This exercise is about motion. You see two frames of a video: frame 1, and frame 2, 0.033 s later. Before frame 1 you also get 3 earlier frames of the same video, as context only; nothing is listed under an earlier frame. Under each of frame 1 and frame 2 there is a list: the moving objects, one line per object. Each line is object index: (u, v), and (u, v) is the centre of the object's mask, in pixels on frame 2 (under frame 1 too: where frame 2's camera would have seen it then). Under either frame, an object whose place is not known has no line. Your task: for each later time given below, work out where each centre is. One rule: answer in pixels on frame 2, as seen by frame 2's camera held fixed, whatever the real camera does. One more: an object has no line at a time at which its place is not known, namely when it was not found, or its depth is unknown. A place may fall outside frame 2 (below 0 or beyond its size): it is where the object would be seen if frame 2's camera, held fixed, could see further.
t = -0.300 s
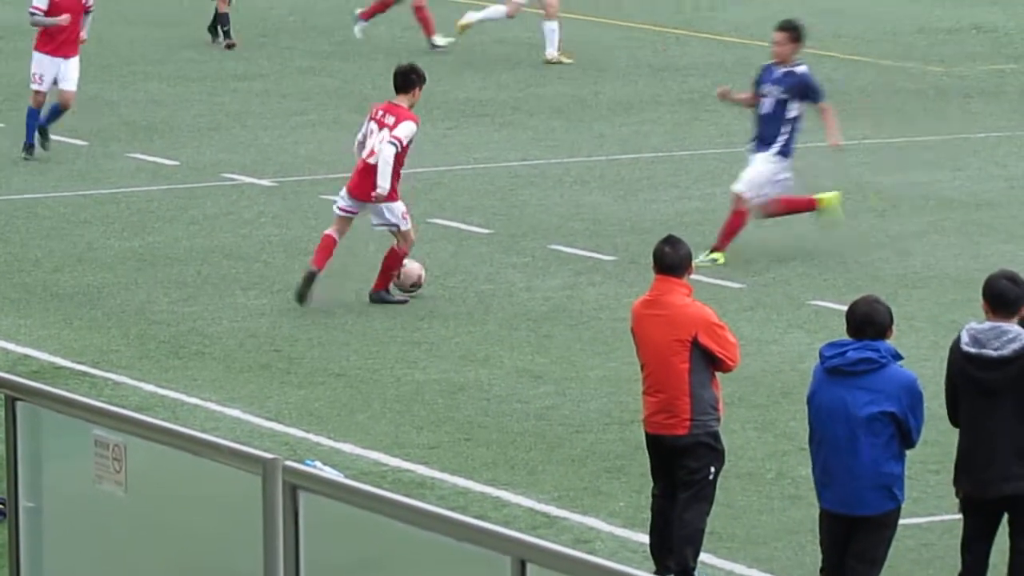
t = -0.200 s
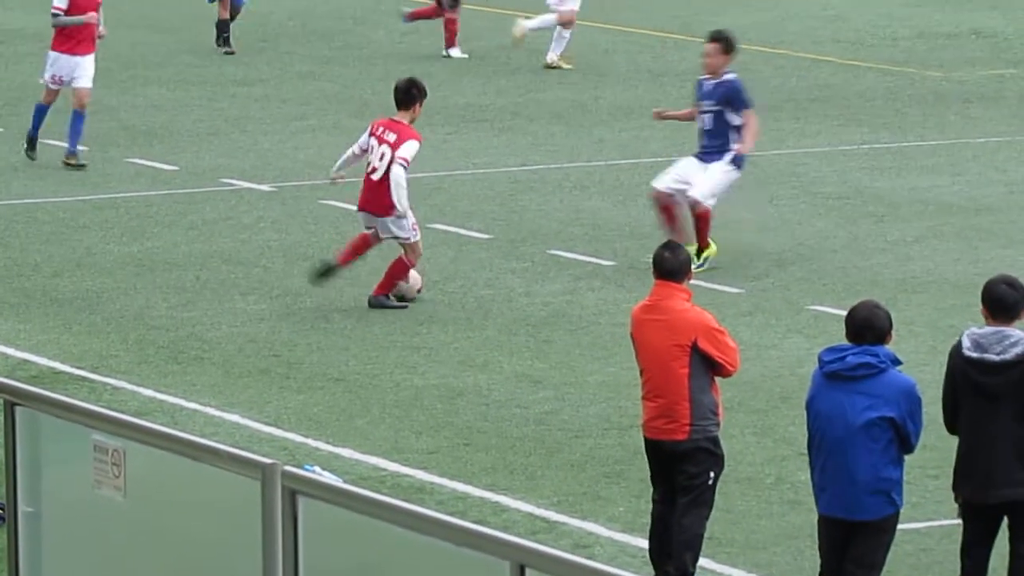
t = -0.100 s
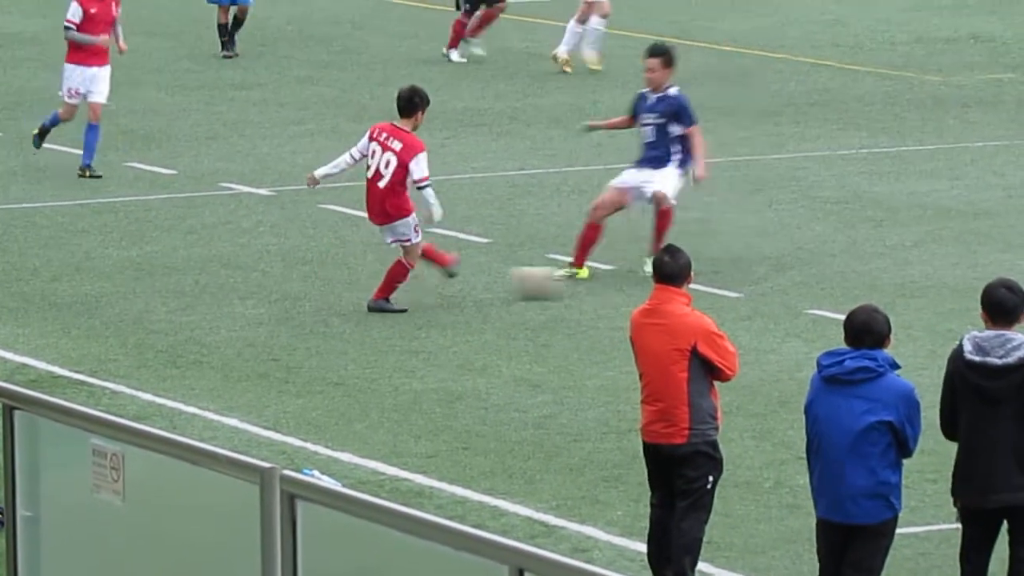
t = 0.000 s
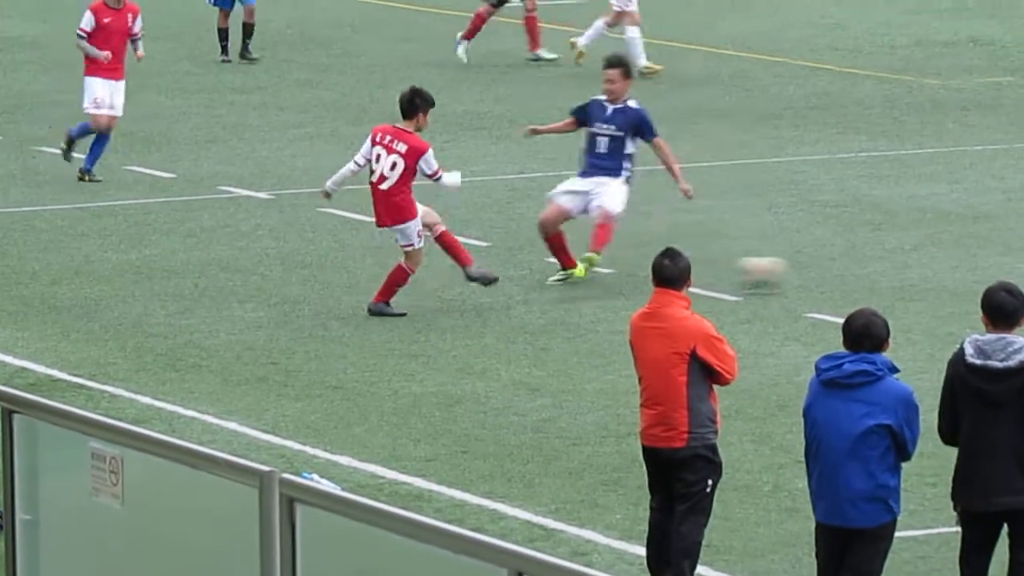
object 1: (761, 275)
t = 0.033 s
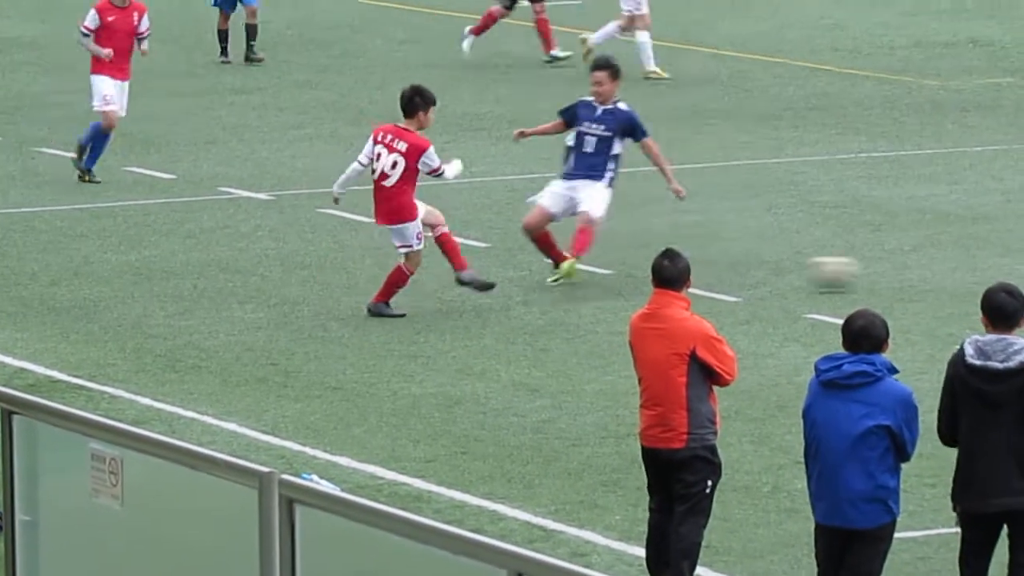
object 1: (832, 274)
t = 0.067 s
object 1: (905, 273)
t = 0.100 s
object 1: (970, 269)
